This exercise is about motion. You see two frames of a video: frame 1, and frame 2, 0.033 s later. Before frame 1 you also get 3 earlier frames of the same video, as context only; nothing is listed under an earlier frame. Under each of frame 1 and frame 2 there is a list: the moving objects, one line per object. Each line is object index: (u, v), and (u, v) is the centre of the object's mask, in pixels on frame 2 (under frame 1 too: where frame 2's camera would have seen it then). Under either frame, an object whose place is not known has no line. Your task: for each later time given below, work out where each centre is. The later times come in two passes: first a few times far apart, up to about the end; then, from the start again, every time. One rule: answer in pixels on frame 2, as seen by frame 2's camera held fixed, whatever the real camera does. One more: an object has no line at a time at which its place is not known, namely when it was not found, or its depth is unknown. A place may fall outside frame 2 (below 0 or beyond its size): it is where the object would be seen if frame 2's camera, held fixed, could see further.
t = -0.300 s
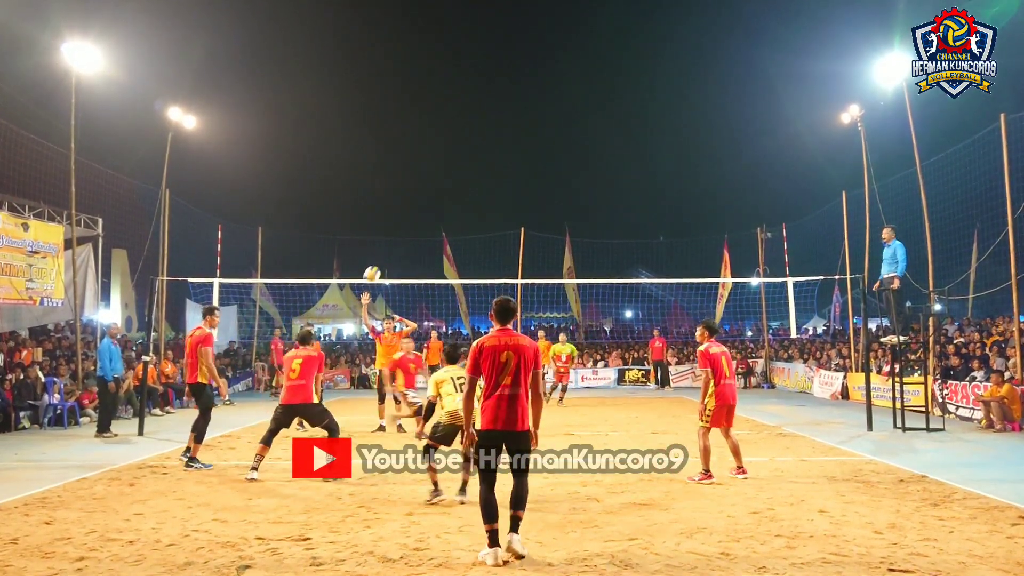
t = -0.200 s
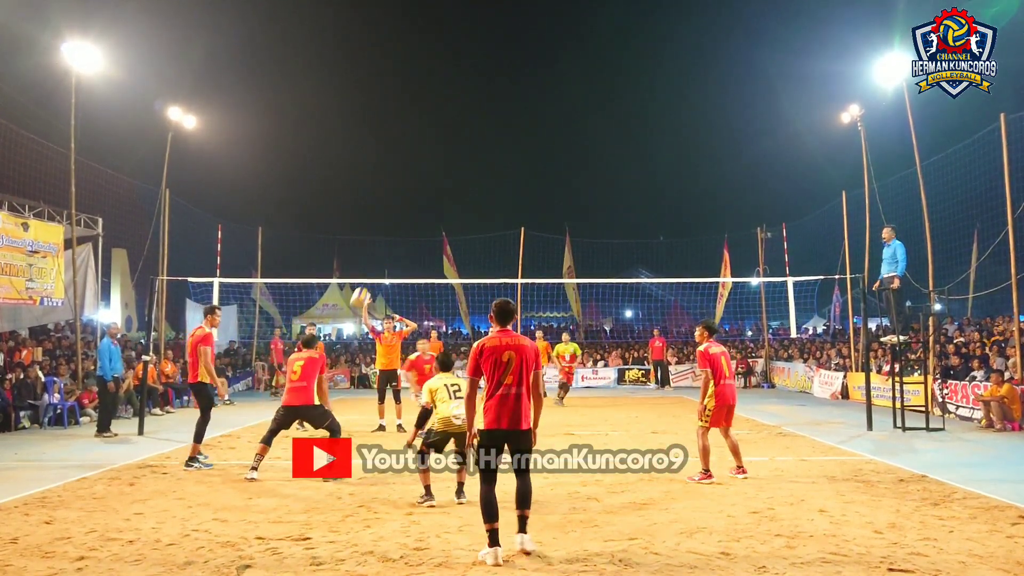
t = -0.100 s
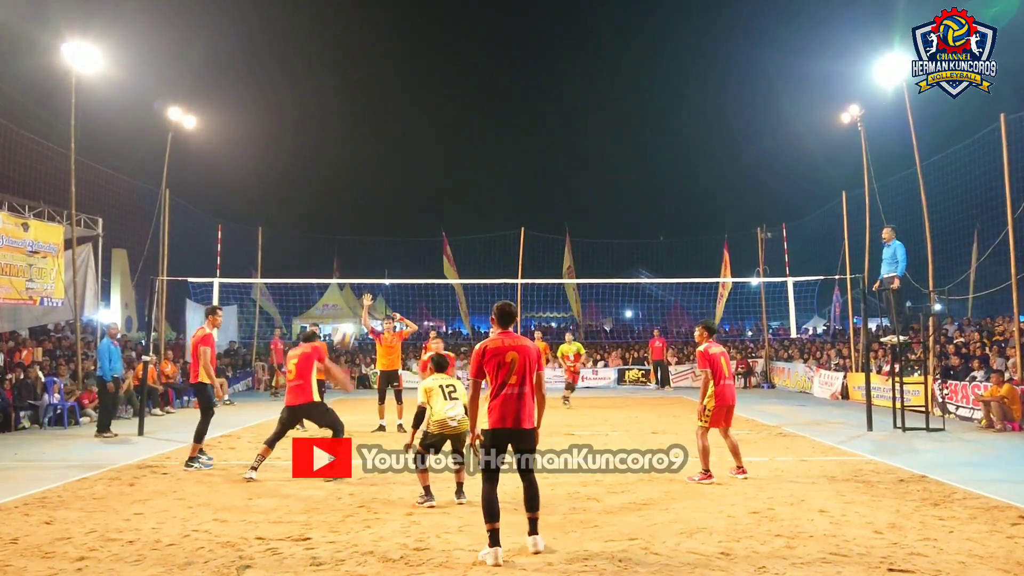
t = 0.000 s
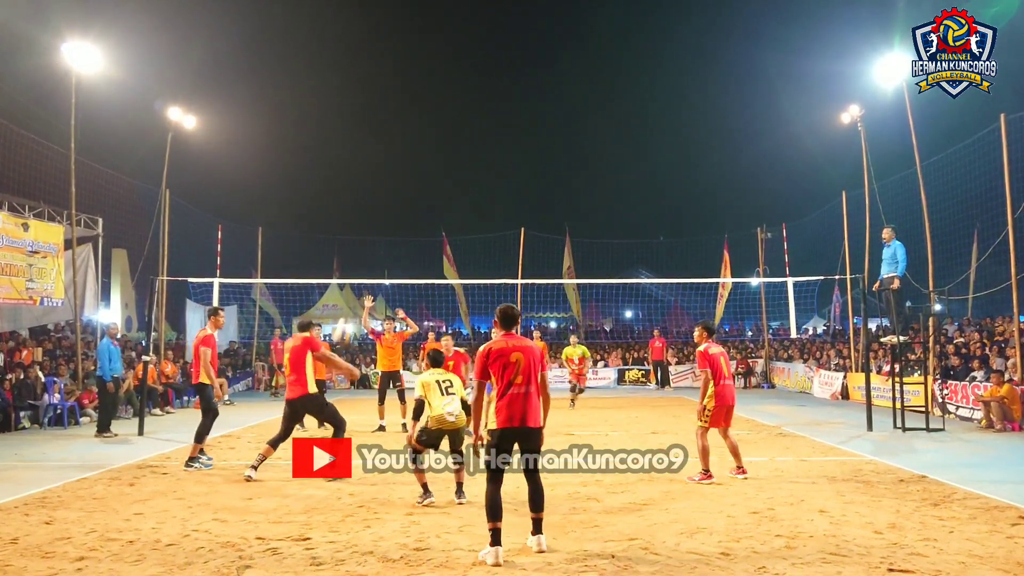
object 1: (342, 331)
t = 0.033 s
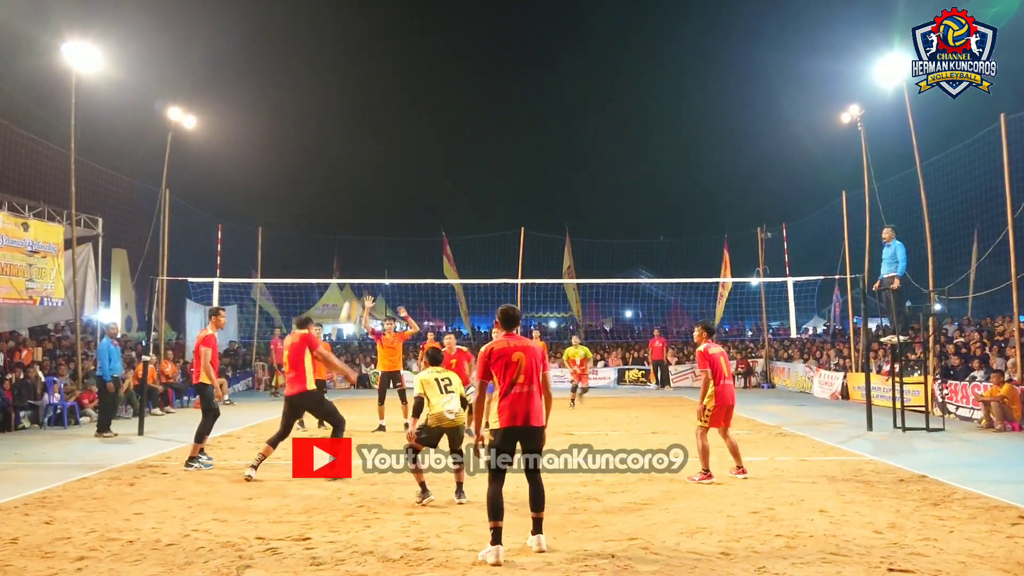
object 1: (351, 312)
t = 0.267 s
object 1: (384, 229)
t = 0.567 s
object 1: (418, 196)
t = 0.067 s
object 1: (356, 296)
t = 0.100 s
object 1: (361, 283)
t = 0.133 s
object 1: (366, 268)
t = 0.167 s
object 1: (371, 258)
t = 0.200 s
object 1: (376, 247)
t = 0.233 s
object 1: (380, 238)
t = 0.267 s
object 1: (384, 229)
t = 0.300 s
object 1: (389, 222)
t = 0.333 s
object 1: (393, 215)
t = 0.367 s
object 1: (397, 210)
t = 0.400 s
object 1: (401, 205)
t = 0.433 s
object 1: (404, 202)
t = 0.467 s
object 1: (408, 199)
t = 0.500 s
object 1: (411, 197)
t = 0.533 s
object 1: (414, 196)
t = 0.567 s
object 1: (418, 196)
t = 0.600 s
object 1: (421, 196)
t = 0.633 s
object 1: (424, 198)
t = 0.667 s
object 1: (427, 199)
